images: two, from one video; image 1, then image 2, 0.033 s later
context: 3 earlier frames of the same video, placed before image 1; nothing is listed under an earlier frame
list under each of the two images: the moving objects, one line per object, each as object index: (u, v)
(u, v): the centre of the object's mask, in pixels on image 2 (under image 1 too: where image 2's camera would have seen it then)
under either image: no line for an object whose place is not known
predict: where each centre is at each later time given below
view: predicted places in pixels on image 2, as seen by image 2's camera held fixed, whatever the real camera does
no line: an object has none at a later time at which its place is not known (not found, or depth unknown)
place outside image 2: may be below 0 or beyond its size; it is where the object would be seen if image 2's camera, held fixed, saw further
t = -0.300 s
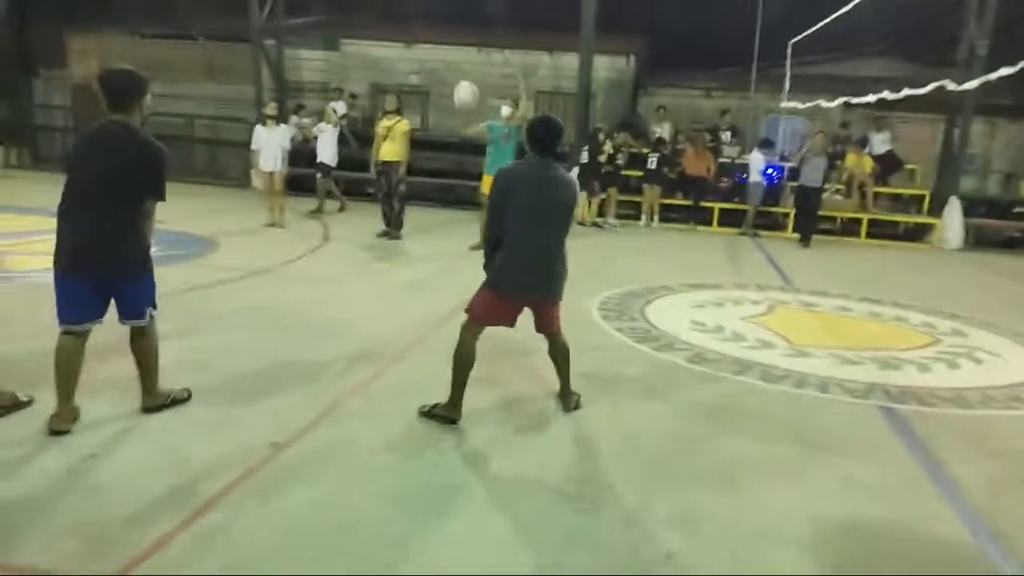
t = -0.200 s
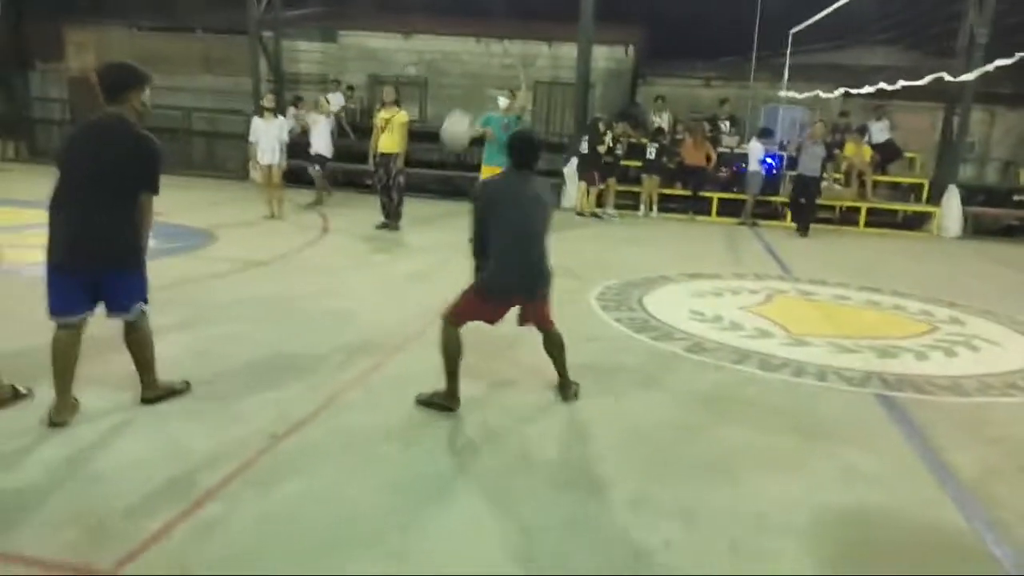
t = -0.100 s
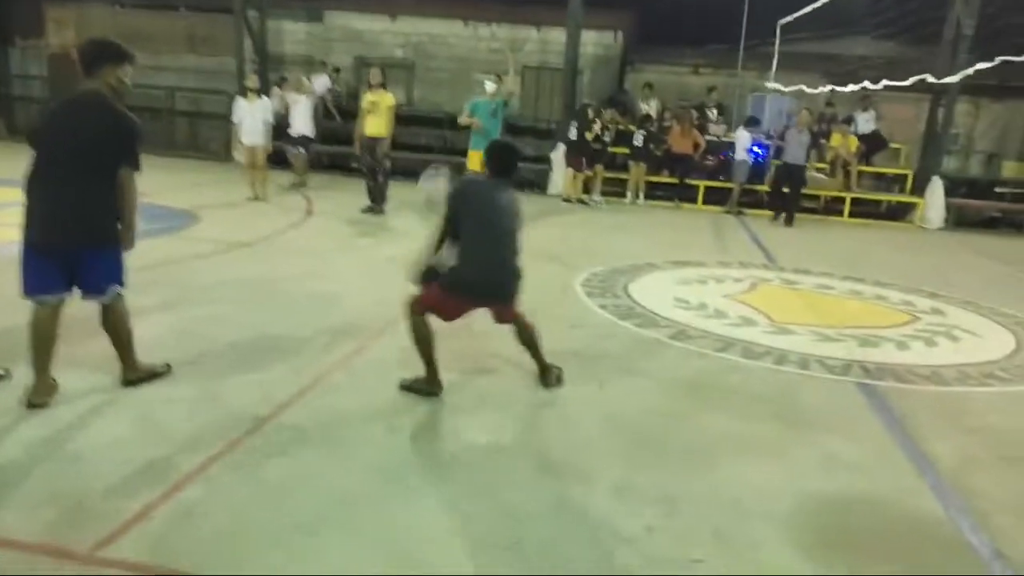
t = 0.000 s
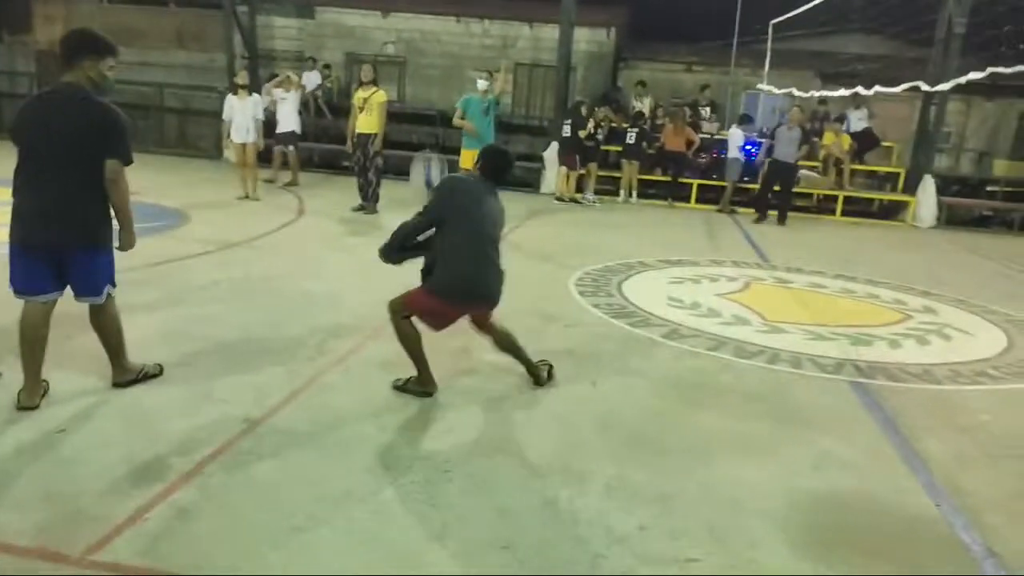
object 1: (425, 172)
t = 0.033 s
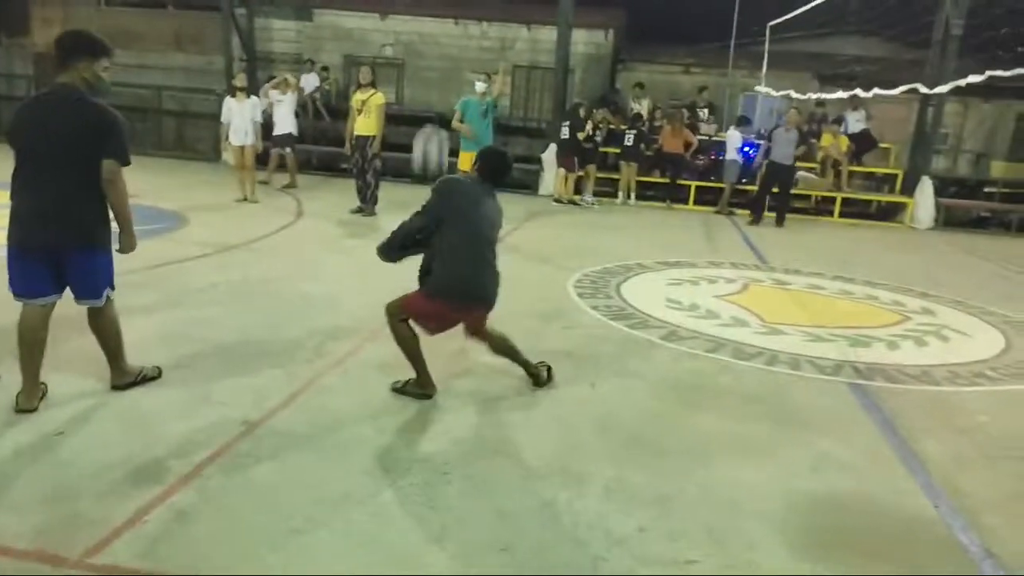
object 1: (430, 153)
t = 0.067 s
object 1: (434, 127)
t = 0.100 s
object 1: (438, 102)
